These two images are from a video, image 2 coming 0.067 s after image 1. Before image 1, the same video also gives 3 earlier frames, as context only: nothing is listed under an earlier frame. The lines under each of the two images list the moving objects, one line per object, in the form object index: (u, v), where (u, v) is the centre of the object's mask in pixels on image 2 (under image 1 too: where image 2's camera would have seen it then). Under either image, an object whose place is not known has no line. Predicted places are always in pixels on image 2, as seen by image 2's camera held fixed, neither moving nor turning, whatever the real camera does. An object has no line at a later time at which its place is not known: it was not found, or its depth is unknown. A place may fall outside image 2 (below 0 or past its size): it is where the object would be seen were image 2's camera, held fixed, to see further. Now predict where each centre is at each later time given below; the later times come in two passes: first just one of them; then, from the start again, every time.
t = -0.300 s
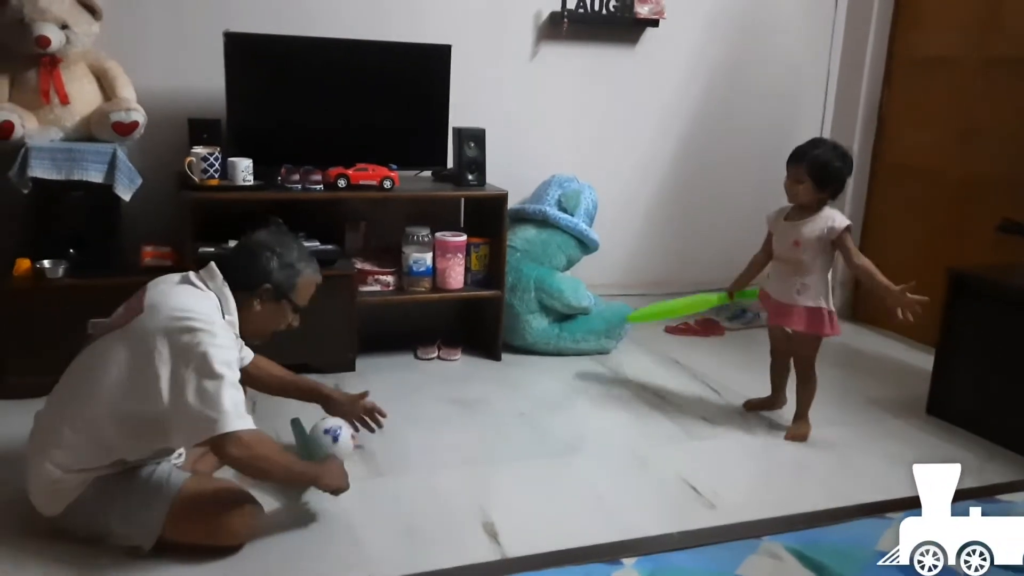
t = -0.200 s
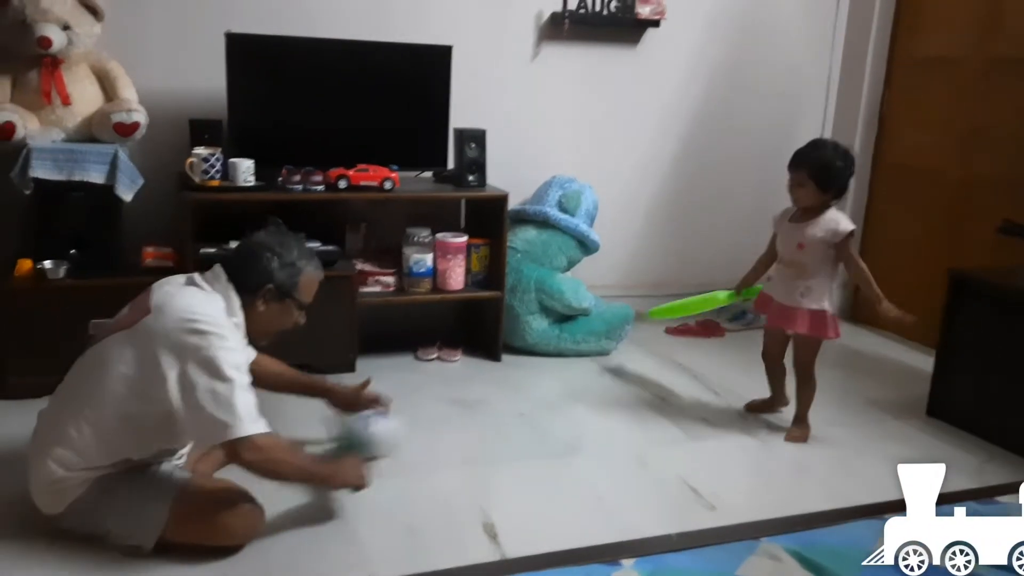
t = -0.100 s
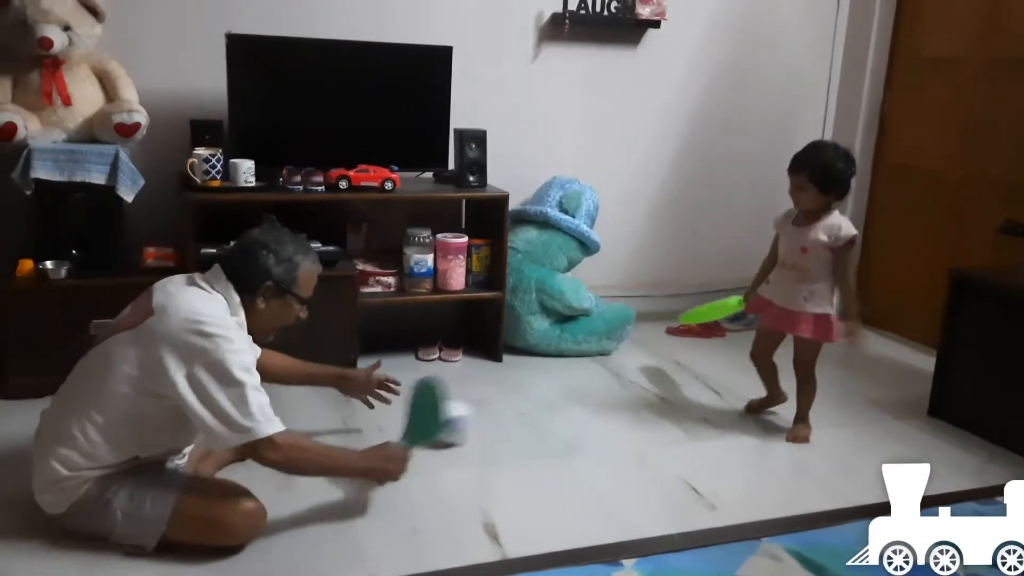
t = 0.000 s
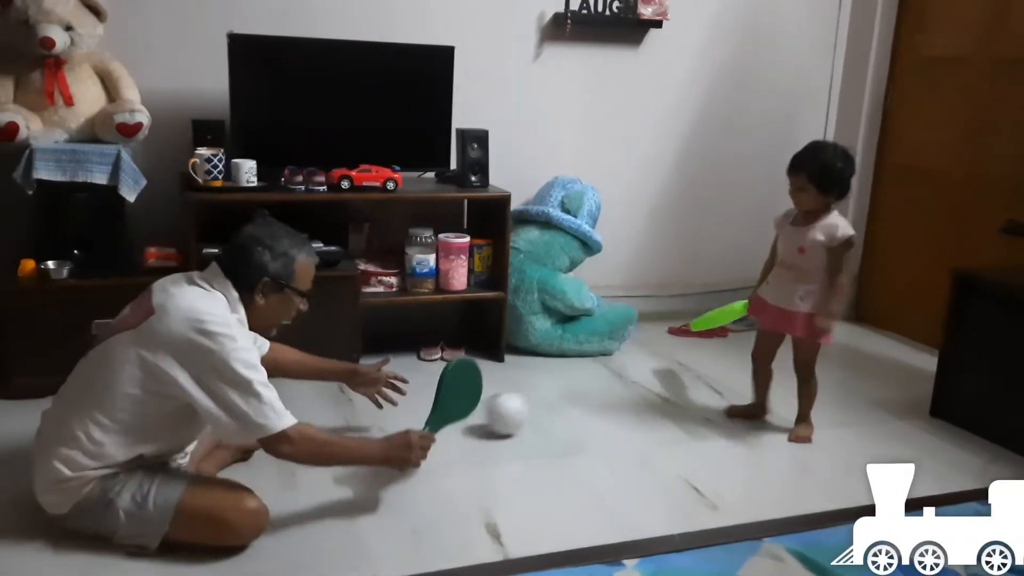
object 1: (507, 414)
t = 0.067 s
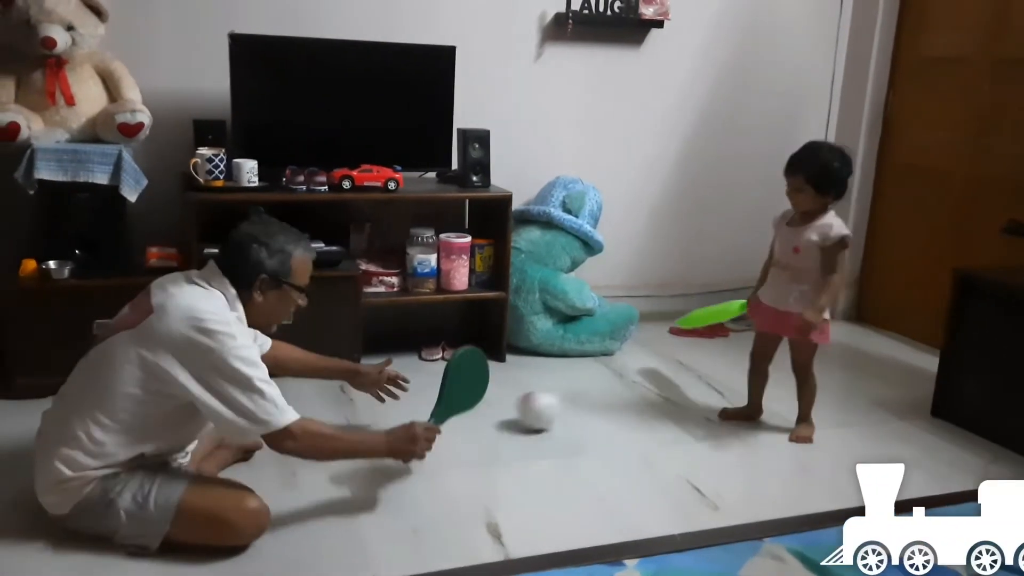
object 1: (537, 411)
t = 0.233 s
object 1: (602, 401)
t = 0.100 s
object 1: (552, 407)
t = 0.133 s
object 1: (567, 406)
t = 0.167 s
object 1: (579, 404)
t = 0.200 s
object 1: (591, 402)
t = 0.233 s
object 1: (602, 401)
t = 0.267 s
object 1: (618, 400)
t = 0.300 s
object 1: (629, 397)
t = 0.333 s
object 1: (644, 396)
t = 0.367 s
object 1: (659, 394)
